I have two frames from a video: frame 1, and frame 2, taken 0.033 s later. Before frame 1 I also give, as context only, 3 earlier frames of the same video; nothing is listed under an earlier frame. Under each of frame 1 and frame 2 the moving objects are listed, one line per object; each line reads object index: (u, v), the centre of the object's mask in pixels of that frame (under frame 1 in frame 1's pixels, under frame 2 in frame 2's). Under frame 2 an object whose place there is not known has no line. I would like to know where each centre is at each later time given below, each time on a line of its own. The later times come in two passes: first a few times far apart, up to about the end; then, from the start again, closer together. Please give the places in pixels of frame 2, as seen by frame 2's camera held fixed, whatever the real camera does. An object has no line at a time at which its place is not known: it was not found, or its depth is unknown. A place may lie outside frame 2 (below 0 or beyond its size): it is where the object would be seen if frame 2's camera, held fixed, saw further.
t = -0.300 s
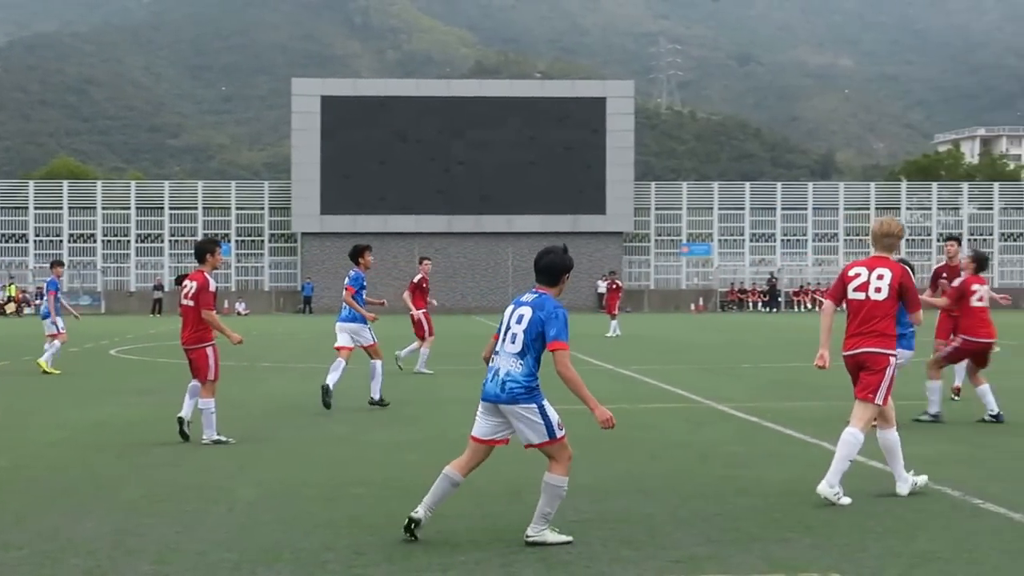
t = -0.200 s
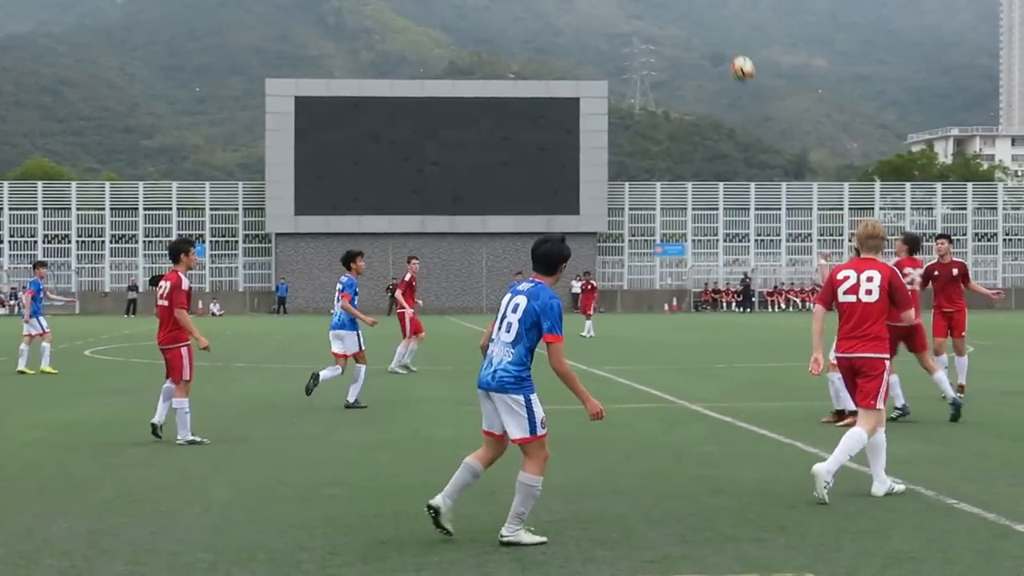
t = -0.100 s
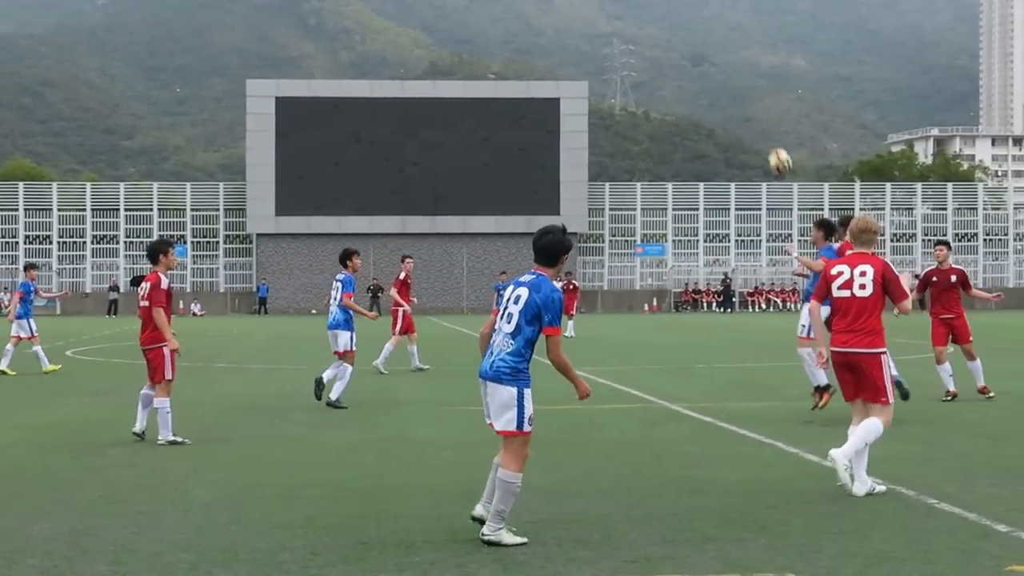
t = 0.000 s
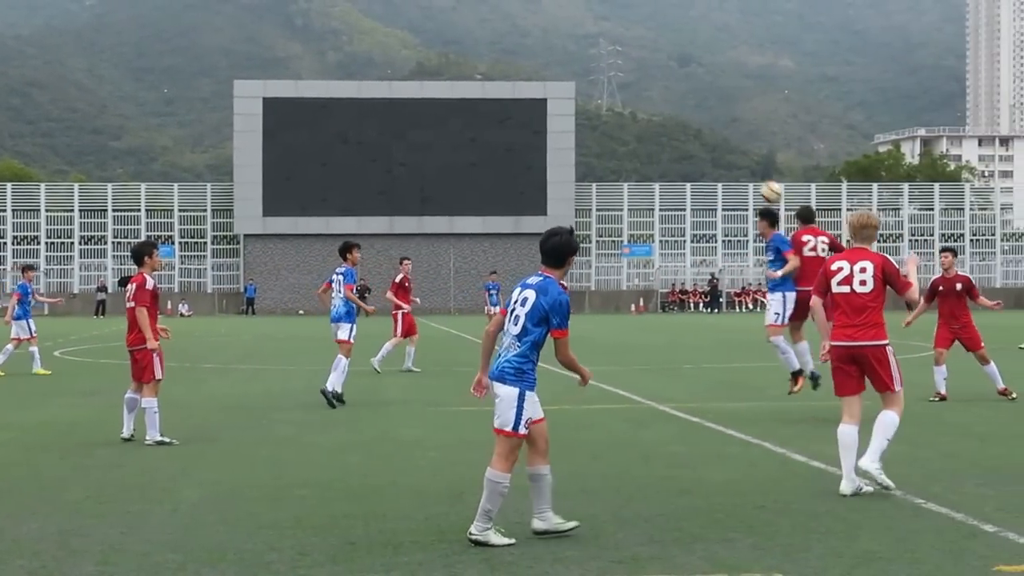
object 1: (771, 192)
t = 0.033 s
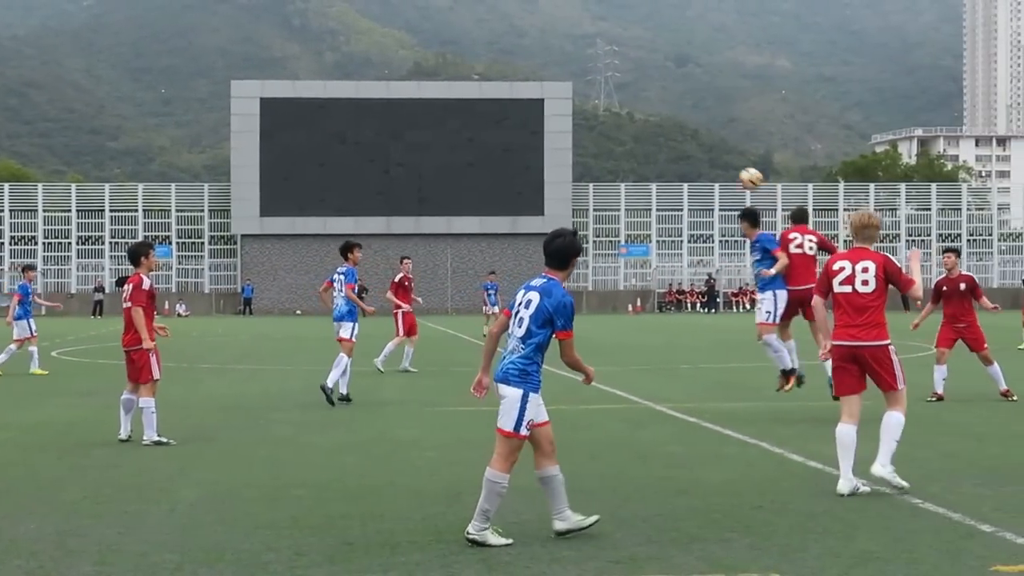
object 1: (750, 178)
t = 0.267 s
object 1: (644, 125)
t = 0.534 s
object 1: (554, 132)
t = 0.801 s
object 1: (488, 187)
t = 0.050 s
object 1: (742, 172)
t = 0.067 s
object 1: (733, 166)
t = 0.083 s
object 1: (725, 161)
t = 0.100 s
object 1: (717, 155)
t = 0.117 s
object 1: (709, 151)
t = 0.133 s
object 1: (701, 146)
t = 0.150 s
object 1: (693, 143)
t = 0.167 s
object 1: (686, 139)
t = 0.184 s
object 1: (678, 137)
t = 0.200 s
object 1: (671, 133)
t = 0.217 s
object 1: (665, 131)
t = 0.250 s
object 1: (651, 127)
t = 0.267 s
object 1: (644, 125)
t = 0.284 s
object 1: (638, 124)
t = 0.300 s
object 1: (631, 122)
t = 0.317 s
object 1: (625, 121)
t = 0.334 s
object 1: (619, 120)
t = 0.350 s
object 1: (613, 121)
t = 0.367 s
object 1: (607, 121)
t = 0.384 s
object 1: (601, 121)
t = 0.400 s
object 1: (595, 121)
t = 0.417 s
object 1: (590, 122)
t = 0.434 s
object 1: (585, 123)
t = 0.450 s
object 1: (580, 124)
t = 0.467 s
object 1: (574, 125)
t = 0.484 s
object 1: (569, 127)
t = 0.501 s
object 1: (564, 128)
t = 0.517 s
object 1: (560, 130)
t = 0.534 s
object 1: (554, 132)
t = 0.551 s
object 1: (549, 134)
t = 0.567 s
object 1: (545, 136)
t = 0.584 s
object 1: (540, 139)
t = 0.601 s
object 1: (536, 142)
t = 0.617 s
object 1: (531, 145)
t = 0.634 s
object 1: (527, 148)
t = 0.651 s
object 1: (522, 151)
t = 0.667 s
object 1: (518, 154)
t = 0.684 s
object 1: (514, 158)
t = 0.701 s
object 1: (510, 162)
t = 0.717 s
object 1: (506, 165)
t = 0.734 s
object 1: (503, 169)
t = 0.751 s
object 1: (499, 174)
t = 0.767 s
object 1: (495, 178)
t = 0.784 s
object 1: (492, 182)
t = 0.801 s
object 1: (488, 187)
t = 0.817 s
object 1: (485, 192)
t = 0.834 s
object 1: (481, 196)
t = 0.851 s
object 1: (478, 201)
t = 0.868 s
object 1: (474, 206)
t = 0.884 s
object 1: (471, 211)
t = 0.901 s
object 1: (468, 216)
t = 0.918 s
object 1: (465, 222)
